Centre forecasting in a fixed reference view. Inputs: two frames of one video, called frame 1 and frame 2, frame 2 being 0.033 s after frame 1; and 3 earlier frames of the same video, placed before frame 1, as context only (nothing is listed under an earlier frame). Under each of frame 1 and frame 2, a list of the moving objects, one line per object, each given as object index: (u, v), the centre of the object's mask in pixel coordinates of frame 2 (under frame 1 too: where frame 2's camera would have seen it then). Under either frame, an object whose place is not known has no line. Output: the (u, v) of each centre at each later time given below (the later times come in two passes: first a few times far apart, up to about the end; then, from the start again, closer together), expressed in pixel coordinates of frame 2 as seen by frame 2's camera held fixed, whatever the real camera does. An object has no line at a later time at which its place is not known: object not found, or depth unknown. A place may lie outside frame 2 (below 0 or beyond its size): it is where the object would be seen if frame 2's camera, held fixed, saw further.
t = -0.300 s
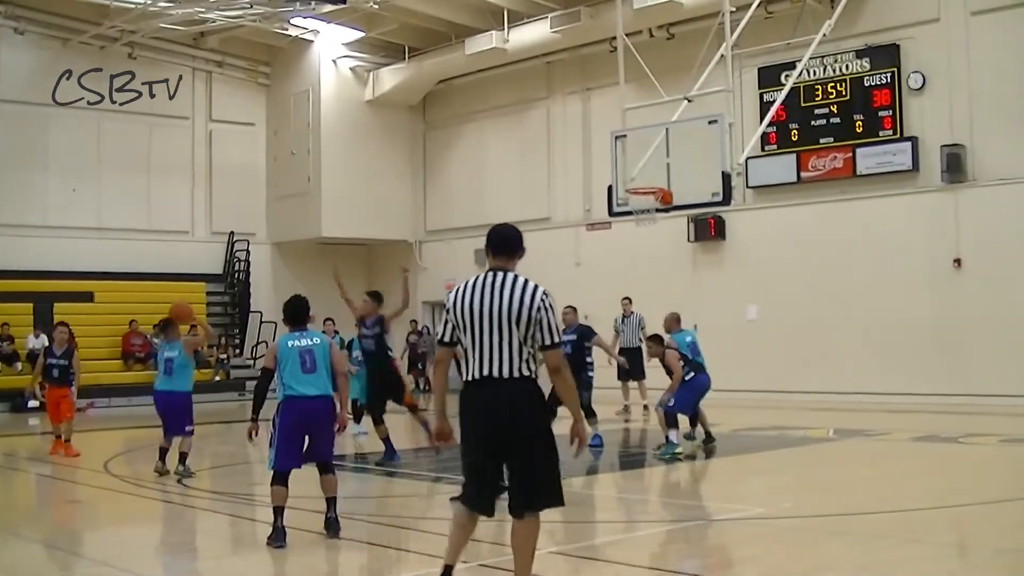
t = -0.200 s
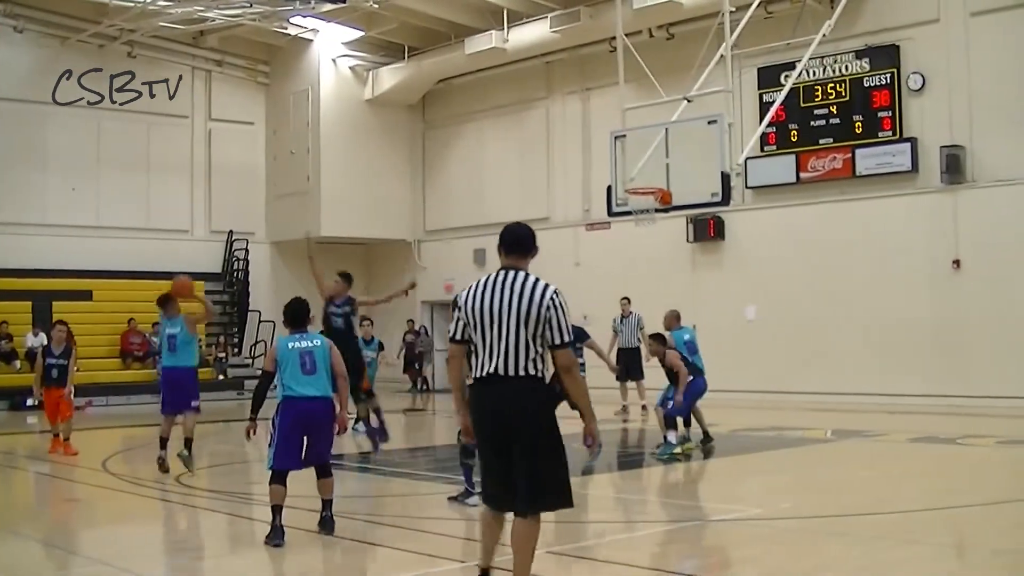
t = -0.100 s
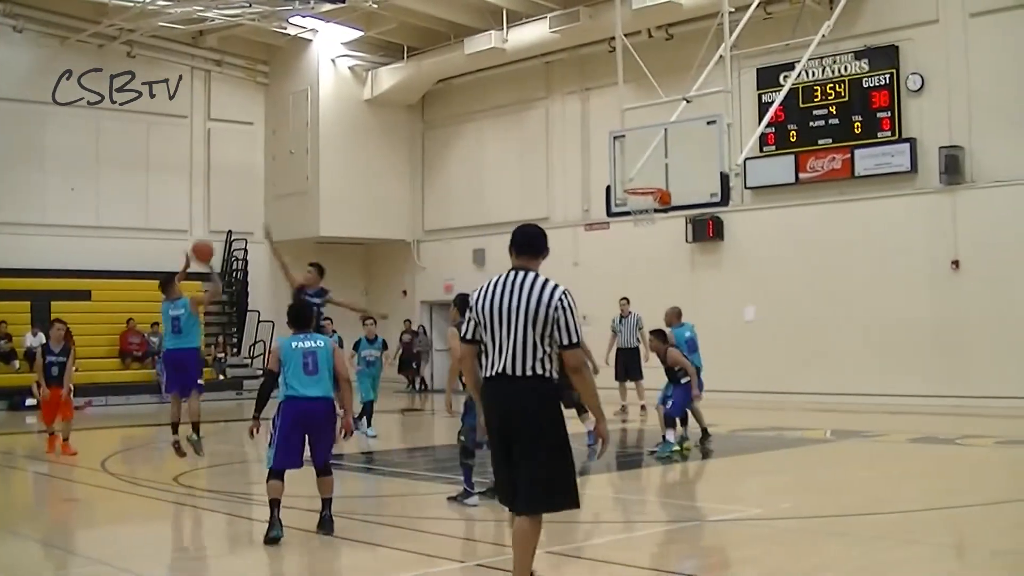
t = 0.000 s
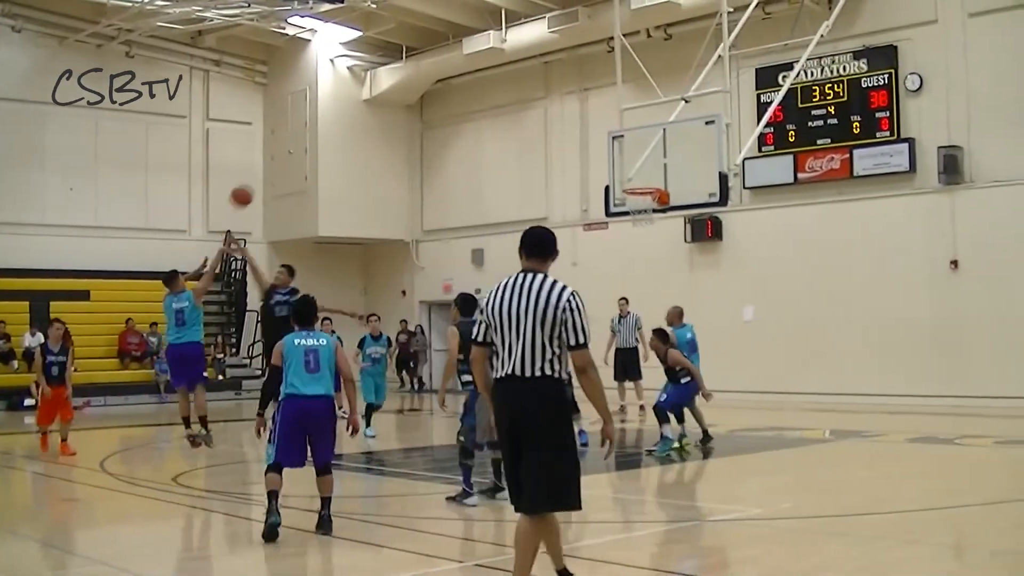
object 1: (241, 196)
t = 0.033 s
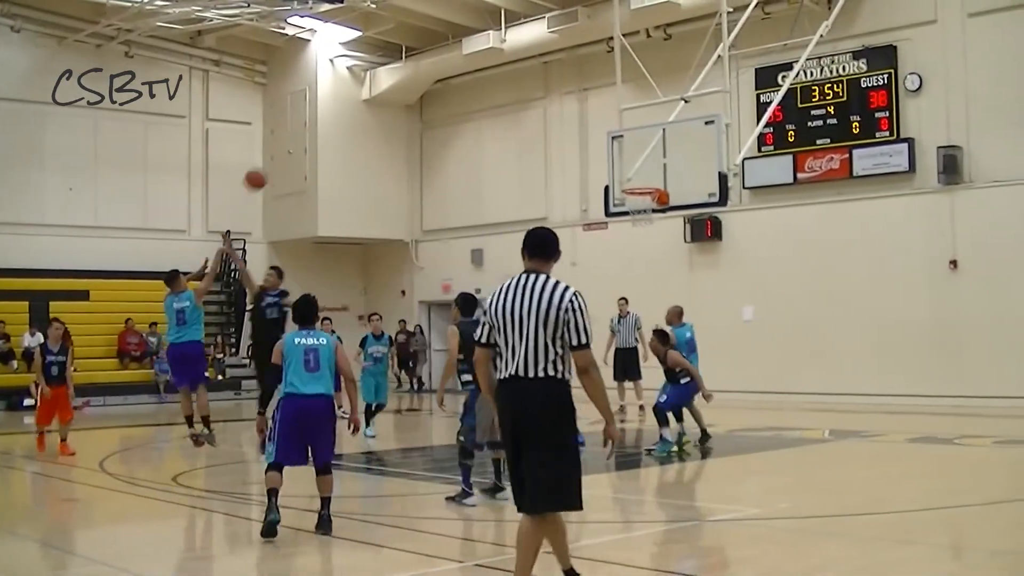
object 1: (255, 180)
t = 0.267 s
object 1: (351, 95)
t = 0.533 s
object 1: (452, 64)
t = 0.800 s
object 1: (543, 94)
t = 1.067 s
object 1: (628, 177)
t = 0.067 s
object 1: (270, 164)
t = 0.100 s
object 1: (283, 149)
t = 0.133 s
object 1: (297, 136)
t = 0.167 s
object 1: (311, 125)
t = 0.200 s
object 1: (325, 113)
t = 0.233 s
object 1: (338, 103)
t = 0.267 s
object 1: (351, 95)
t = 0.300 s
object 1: (364, 87)
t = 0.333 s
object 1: (376, 81)
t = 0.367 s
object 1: (390, 75)
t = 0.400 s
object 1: (403, 71)
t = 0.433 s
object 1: (415, 68)
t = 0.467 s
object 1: (427, 66)
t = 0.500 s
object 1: (439, 64)
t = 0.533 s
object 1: (452, 64)
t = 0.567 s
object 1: (462, 64)
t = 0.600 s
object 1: (475, 66)
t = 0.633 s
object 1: (488, 69)
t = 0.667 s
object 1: (498, 72)
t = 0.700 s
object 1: (509, 77)
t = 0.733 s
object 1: (521, 81)
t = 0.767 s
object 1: (532, 87)
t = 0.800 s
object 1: (543, 94)
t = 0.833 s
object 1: (555, 101)
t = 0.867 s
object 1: (565, 110)
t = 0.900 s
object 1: (576, 119)
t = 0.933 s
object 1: (587, 129)
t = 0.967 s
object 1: (598, 140)
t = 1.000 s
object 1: (608, 152)
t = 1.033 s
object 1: (617, 163)
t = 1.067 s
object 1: (628, 177)
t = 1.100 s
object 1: (636, 190)
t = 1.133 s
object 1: (647, 205)
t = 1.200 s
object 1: (655, 214)
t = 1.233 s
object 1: (657, 221)
